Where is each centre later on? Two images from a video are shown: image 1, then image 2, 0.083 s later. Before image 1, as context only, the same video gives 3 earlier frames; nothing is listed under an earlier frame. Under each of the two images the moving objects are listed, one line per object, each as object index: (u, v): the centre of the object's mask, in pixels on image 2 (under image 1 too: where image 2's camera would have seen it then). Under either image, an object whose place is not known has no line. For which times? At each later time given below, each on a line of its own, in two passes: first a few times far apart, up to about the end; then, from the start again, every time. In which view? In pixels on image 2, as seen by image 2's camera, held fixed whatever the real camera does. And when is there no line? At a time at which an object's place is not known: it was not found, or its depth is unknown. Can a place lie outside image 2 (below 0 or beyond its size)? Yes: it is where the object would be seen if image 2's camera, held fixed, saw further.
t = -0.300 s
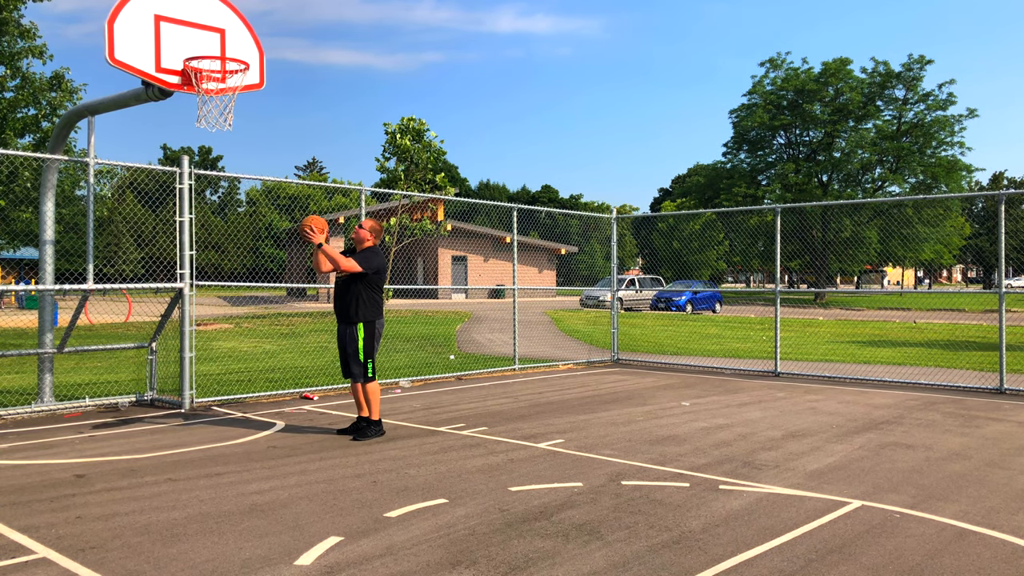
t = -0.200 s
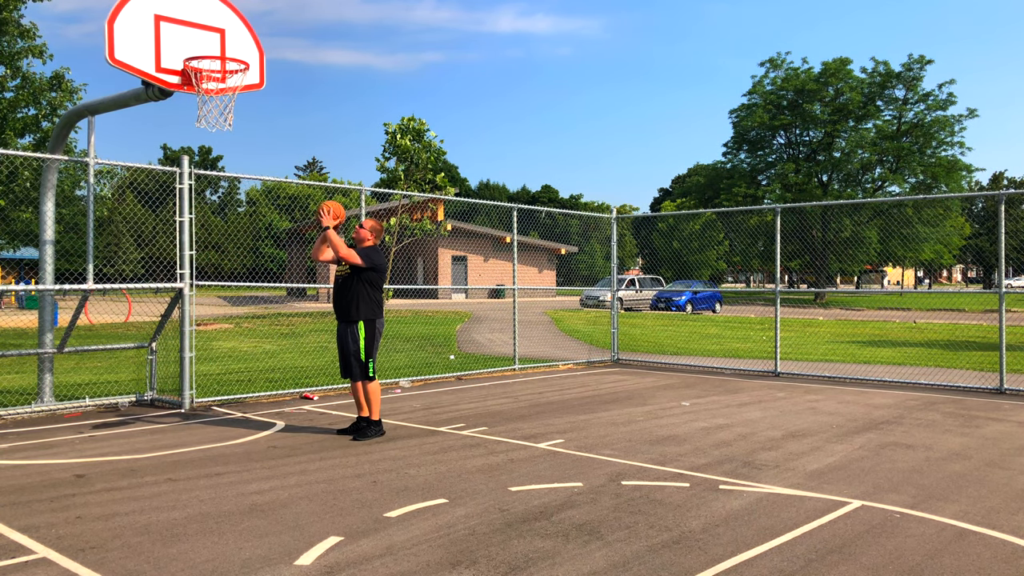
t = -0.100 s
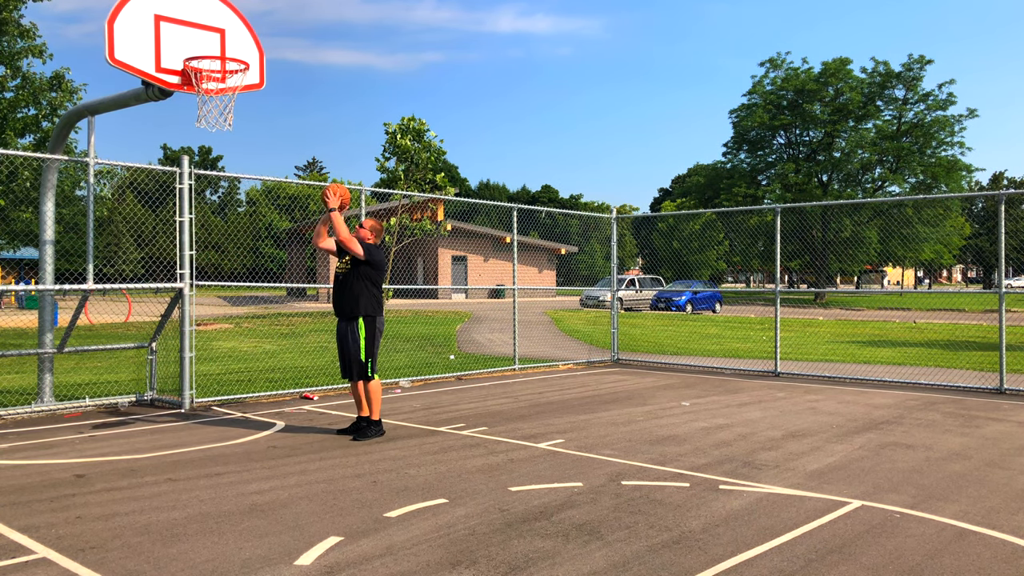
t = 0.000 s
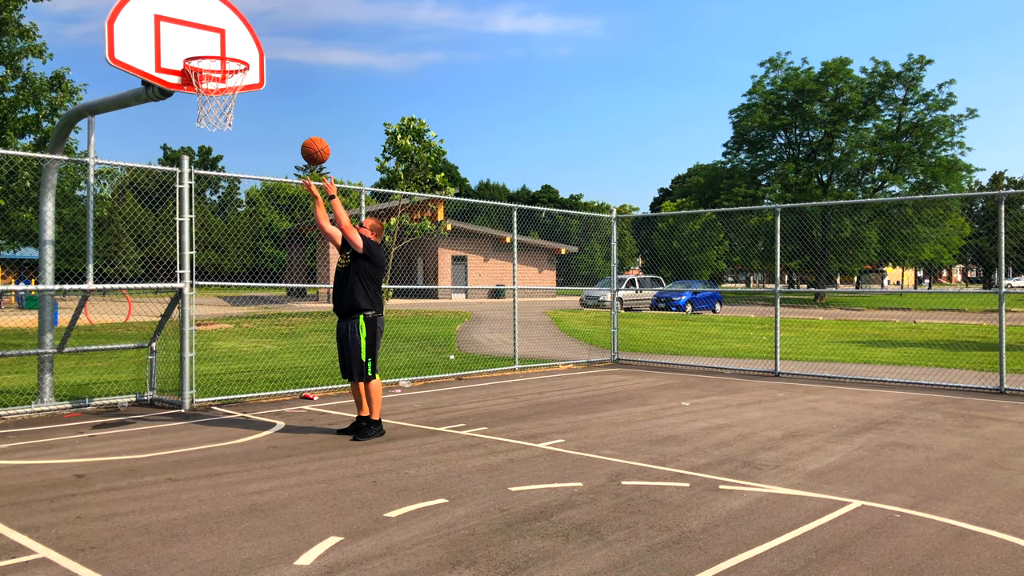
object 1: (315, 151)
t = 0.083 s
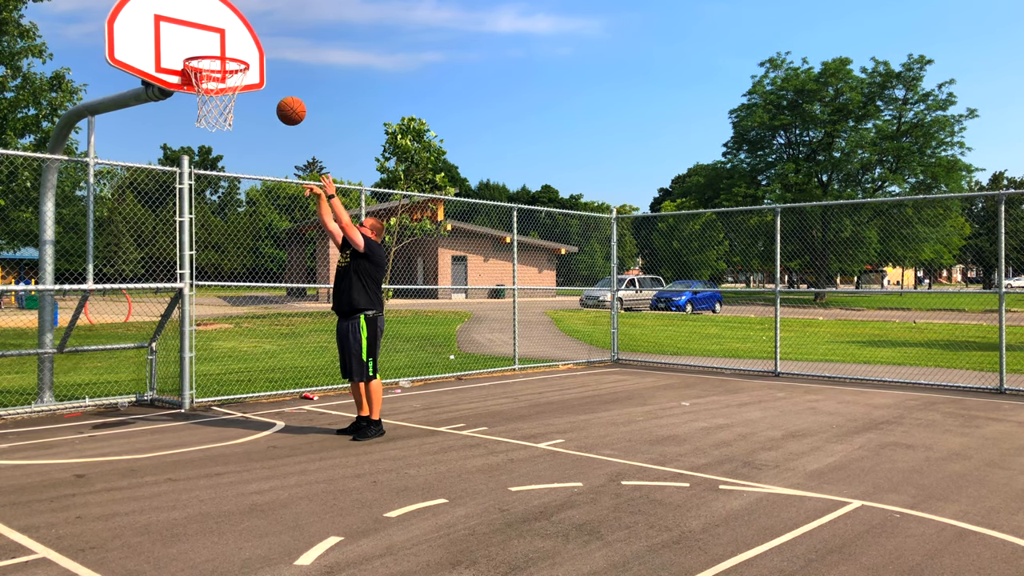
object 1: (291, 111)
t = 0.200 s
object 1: (258, 67)
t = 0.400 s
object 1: (235, 44)
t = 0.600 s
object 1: (224, 75)
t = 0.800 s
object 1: (218, 134)
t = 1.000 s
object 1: (215, 235)
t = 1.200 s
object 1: (211, 391)
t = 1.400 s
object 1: (207, 354)
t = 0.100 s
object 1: (286, 104)
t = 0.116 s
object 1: (281, 97)
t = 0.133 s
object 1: (277, 90)
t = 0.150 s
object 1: (272, 84)
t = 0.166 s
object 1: (267, 78)
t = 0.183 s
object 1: (262, 73)
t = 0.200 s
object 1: (258, 67)
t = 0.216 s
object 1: (254, 61)
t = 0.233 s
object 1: (249, 55)
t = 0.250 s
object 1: (243, 51)
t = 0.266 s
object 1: (242, 49)
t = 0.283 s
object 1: (241, 48)
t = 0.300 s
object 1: (241, 47)
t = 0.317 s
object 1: (239, 46)
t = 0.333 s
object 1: (239, 45)
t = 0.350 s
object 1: (238, 44)
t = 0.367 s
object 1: (237, 44)
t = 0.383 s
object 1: (236, 44)
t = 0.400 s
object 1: (235, 44)
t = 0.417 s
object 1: (234, 44)
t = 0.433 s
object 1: (233, 45)
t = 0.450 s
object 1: (233, 45)
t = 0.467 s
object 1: (232, 47)
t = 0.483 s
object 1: (231, 48)
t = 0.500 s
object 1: (229, 52)
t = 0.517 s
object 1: (229, 57)
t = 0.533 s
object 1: (228, 59)
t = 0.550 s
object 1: (226, 62)
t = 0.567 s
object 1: (226, 66)
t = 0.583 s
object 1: (225, 73)
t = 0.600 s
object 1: (224, 75)
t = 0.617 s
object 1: (223, 80)
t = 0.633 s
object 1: (222, 85)
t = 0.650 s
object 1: (221, 91)
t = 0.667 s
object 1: (220, 95)
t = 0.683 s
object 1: (220, 100)
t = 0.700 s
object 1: (220, 104)
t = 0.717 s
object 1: (219, 108)
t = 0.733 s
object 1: (219, 113)
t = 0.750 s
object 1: (219, 118)
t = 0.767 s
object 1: (219, 123)
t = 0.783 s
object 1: (219, 128)
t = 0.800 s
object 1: (218, 134)
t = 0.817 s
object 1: (218, 140)
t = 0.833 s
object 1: (218, 147)
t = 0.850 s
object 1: (218, 154)
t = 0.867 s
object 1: (218, 161)
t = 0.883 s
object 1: (217, 169)
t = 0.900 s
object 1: (217, 177)
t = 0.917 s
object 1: (217, 186)
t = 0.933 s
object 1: (217, 195)
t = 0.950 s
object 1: (216, 204)
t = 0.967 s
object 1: (216, 214)
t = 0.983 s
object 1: (215, 224)
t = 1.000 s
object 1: (215, 235)
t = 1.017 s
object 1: (215, 246)
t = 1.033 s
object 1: (215, 257)
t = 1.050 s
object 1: (214, 269)
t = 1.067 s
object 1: (214, 281)
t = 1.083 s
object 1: (213, 293)
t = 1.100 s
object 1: (213, 306)
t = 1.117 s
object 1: (213, 319)
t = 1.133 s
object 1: (212, 333)
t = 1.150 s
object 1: (212, 347)
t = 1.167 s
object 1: (212, 361)
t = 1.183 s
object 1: (211, 376)
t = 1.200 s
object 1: (211, 391)
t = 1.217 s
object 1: (210, 407)
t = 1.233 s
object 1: (210, 423)
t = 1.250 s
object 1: (209, 439)
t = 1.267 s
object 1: (209, 447)
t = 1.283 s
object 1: (209, 434)
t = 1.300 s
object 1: (208, 421)
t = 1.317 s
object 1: (208, 409)
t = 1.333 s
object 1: (208, 397)
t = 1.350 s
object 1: (208, 385)
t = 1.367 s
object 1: (208, 374)
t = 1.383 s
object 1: (207, 364)
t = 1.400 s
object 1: (207, 354)
